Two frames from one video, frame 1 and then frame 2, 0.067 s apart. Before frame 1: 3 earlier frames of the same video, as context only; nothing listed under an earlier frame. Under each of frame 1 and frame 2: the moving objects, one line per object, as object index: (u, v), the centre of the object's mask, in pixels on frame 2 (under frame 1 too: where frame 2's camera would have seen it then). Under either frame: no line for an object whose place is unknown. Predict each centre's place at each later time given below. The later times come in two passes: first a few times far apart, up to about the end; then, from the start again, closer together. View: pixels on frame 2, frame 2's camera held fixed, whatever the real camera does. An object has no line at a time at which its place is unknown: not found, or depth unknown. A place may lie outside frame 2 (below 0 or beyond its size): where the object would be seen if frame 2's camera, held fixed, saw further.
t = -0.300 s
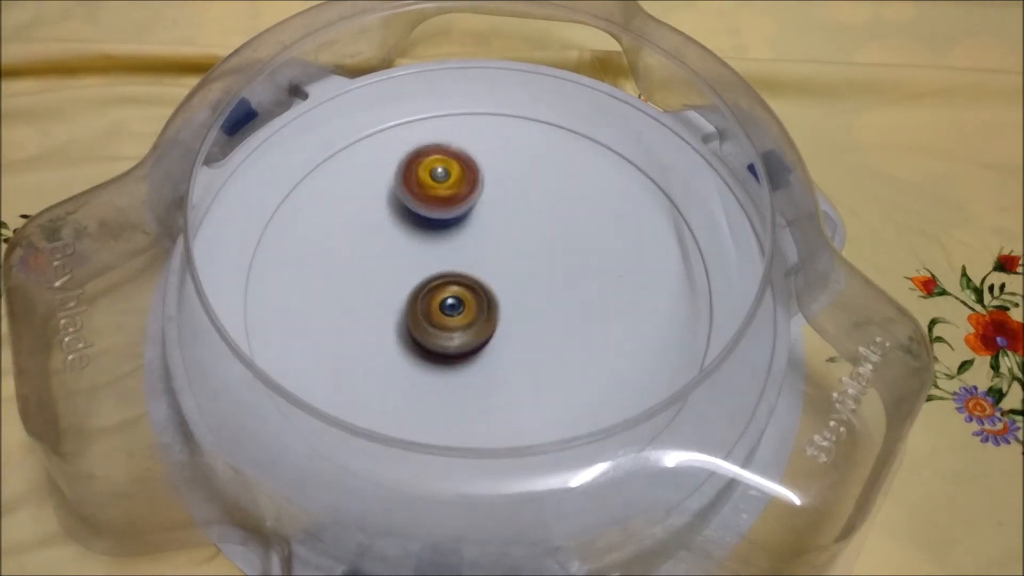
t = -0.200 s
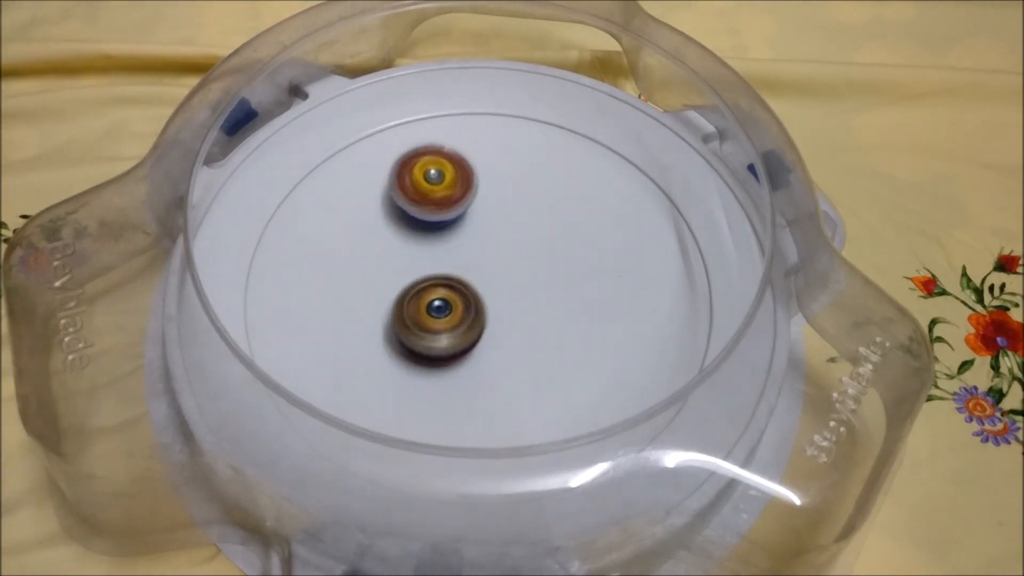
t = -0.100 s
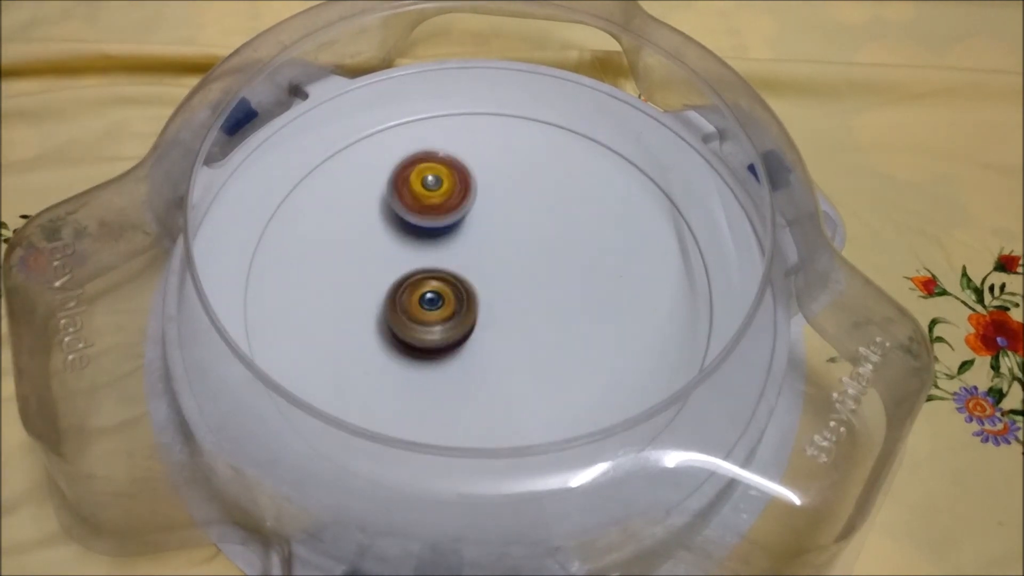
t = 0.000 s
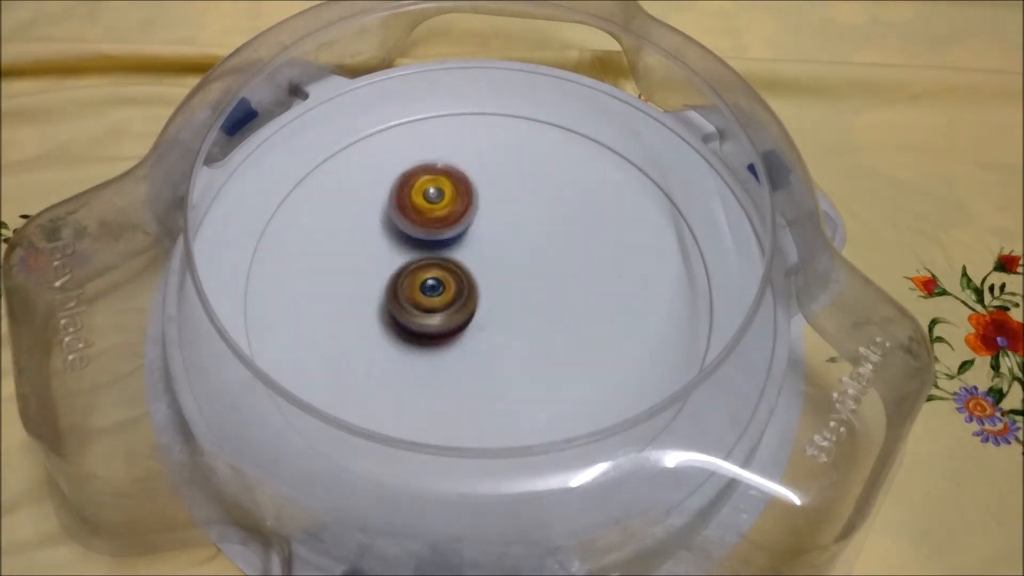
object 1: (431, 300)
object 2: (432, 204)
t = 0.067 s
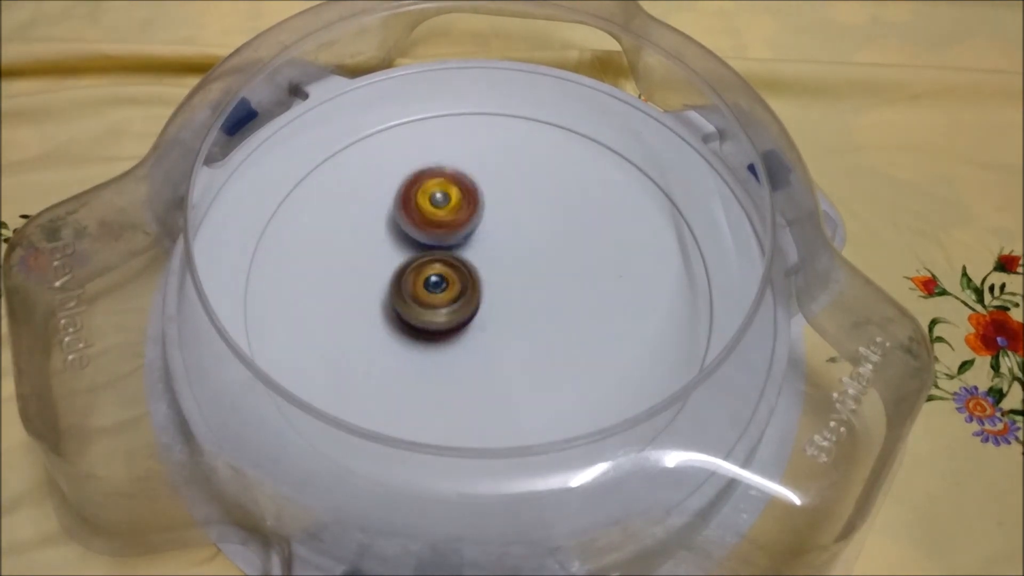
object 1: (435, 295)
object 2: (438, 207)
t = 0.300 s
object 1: (452, 302)
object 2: (462, 198)
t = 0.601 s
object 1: (473, 300)
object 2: (501, 215)
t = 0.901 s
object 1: (457, 326)
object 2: (538, 227)
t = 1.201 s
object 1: (450, 311)
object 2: (545, 242)
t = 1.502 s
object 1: (339, 318)
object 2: (596, 205)
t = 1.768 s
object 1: (327, 279)
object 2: (550, 216)
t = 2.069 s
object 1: (396, 275)
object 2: (527, 246)
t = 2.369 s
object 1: (449, 291)
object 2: (538, 248)
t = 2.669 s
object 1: (477, 317)
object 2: (542, 225)
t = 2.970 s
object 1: (519, 317)
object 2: (518, 232)
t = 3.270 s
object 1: (547, 333)
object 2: (465, 230)
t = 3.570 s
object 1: (521, 313)
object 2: (426, 243)
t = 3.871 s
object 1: (504, 284)
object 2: (404, 260)
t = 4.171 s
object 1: (522, 268)
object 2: (365, 273)
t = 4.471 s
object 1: (504, 264)
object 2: (368, 278)
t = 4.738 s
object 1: (498, 258)
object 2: (402, 286)
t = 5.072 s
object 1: (561, 243)
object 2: (382, 324)
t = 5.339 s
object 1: (534, 249)
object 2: (420, 321)
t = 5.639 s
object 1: (522, 208)
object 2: (430, 365)
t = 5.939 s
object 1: (519, 227)
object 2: (443, 381)
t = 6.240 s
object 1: (480, 260)
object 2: (453, 348)
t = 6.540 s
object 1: (496, 212)
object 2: (464, 375)
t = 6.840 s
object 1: (484, 219)
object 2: (479, 337)
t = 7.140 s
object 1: (458, 205)
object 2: (524, 345)
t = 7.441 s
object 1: (448, 245)
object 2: (536, 342)
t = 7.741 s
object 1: (442, 279)
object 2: (529, 325)
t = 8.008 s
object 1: (436, 280)
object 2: (568, 319)
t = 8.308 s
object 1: (459, 287)
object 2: (558, 314)
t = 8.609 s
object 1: (427, 259)
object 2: (566, 305)
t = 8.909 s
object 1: (429, 262)
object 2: (526, 282)
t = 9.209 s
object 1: (433, 261)
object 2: (528, 252)
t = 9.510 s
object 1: (411, 270)
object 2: (572, 233)
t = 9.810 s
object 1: (442, 282)
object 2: (549, 252)
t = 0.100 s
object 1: (436, 301)
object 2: (444, 199)
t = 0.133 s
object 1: (439, 303)
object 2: (447, 197)
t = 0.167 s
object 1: (442, 304)
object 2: (451, 195)
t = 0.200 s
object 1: (444, 304)
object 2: (452, 196)
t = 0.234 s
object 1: (446, 304)
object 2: (455, 196)
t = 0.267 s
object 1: (448, 303)
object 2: (458, 197)
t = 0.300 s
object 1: (452, 302)
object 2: (462, 198)
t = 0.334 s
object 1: (455, 301)
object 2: (466, 200)
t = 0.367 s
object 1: (459, 299)
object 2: (469, 201)
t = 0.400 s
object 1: (462, 297)
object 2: (473, 204)
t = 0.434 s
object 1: (466, 296)
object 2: (477, 207)
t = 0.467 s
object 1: (471, 294)
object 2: (481, 209)
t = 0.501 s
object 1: (472, 296)
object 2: (487, 210)
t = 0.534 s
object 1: (473, 298)
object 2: (494, 211)
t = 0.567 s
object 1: (473, 299)
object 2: (497, 213)
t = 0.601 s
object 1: (473, 300)
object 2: (501, 215)
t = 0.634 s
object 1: (474, 300)
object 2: (504, 219)
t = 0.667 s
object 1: (474, 302)
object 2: (507, 221)
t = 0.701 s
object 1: (474, 306)
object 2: (510, 223)
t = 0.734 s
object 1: (473, 308)
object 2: (512, 227)
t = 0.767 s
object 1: (473, 309)
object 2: (517, 231)
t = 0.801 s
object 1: (472, 311)
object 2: (520, 236)
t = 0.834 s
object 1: (467, 317)
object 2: (529, 232)
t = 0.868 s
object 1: (462, 323)
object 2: (535, 228)
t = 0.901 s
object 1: (457, 326)
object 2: (538, 227)
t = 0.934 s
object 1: (453, 327)
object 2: (540, 228)
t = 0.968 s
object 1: (450, 328)
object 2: (542, 229)
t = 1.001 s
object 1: (448, 327)
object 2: (544, 230)
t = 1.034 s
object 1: (446, 325)
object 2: (544, 232)
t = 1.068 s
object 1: (446, 323)
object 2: (545, 233)
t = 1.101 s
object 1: (446, 320)
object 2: (547, 236)
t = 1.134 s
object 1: (447, 317)
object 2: (546, 238)
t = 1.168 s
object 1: (448, 314)
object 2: (547, 240)
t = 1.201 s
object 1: (450, 311)
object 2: (545, 242)
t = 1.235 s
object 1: (453, 309)
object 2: (544, 245)
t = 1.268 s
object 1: (456, 305)
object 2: (543, 247)
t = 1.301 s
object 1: (460, 301)
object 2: (540, 250)
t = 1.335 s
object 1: (447, 306)
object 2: (551, 245)
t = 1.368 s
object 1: (417, 317)
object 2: (573, 232)
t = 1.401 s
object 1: (390, 324)
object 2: (590, 221)
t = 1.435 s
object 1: (369, 326)
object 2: (597, 213)
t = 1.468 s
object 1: (353, 323)
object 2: (599, 208)
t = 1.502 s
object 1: (339, 318)
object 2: (596, 205)
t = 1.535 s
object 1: (330, 314)
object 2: (592, 204)
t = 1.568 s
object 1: (323, 309)
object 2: (589, 204)
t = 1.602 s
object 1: (318, 304)
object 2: (584, 204)
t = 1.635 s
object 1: (316, 298)
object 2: (579, 205)
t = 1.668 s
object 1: (316, 292)
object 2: (573, 207)
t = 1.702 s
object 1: (317, 287)
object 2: (566, 209)
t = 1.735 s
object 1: (321, 283)
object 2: (558, 213)
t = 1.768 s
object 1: (327, 279)
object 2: (550, 216)
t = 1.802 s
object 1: (335, 275)
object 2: (541, 220)
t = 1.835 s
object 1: (343, 272)
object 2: (534, 224)
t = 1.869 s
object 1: (354, 271)
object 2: (526, 229)
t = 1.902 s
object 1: (364, 269)
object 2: (519, 234)
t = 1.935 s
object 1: (378, 269)
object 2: (513, 239)
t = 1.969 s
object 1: (391, 268)
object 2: (506, 244)
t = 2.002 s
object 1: (404, 268)
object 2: (498, 249)
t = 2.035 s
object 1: (398, 272)
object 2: (514, 247)
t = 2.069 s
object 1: (396, 275)
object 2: (527, 246)
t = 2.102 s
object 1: (397, 276)
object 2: (535, 246)
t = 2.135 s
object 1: (401, 277)
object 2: (537, 246)
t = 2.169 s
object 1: (406, 277)
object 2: (538, 246)
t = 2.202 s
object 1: (413, 278)
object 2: (537, 246)
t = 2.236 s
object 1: (422, 279)
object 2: (537, 247)
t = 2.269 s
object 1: (431, 281)
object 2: (536, 247)
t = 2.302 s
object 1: (439, 284)
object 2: (535, 248)
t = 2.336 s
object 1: (447, 287)
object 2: (534, 249)
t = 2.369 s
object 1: (449, 291)
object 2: (538, 248)
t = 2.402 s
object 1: (451, 294)
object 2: (538, 246)
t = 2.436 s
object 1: (456, 296)
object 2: (537, 246)
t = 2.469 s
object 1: (463, 298)
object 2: (537, 245)
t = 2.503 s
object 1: (463, 305)
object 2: (542, 239)
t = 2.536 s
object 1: (464, 309)
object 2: (543, 234)
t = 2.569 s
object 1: (466, 312)
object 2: (544, 231)
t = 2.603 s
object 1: (468, 314)
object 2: (543, 229)
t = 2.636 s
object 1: (472, 316)
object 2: (543, 227)
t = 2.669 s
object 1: (477, 317)
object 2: (542, 225)
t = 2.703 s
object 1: (481, 319)
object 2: (540, 225)
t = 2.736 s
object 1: (485, 321)
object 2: (538, 224)
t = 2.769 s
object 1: (490, 322)
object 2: (536, 224)
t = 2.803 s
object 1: (494, 322)
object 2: (534, 225)
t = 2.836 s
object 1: (499, 323)
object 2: (531, 226)
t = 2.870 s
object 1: (503, 322)
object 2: (528, 227)
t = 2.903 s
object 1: (508, 321)
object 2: (525, 229)
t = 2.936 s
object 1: (513, 320)
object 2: (522, 231)
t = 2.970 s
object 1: (519, 317)
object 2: (518, 232)
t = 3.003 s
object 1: (523, 317)
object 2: (513, 234)
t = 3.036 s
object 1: (530, 321)
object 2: (507, 232)
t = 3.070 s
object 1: (536, 326)
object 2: (501, 230)
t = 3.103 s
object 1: (540, 328)
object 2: (495, 229)
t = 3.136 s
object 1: (542, 330)
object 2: (489, 229)
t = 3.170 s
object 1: (543, 332)
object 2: (484, 229)
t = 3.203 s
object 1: (546, 333)
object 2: (477, 229)
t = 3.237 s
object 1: (547, 333)
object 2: (471, 230)
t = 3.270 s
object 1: (547, 333)
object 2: (465, 230)
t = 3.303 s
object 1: (547, 333)
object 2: (459, 231)
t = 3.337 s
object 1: (545, 333)
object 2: (454, 232)
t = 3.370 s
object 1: (543, 332)
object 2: (449, 233)
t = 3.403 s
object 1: (541, 331)
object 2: (444, 234)
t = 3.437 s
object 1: (538, 328)
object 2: (440, 235)
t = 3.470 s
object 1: (534, 325)
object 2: (436, 236)
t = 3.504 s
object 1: (530, 321)
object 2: (432, 238)
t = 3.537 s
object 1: (526, 317)
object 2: (429, 241)
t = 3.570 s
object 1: (521, 313)
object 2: (426, 243)
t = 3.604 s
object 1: (516, 308)
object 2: (423, 245)
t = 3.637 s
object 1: (513, 303)
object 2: (421, 248)
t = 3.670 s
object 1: (509, 298)
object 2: (420, 250)
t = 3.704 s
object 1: (505, 293)
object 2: (419, 253)
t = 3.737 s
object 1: (506, 291)
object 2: (413, 255)
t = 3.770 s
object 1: (507, 289)
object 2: (409, 255)
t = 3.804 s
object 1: (507, 287)
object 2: (407, 256)
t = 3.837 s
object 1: (506, 286)
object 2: (405, 258)
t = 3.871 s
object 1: (504, 284)
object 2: (404, 260)
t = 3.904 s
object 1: (500, 282)
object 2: (402, 262)
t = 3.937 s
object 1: (497, 280)
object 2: (400, 263)
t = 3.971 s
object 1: (497, 278)
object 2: (398, 264)
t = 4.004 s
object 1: (496, 276)
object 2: (397, 266)
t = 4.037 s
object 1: (494, 275)
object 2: (397, 267)
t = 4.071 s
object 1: (499, 274)
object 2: (388, 268)
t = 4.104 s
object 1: (509, 272)
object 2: (375, 271)
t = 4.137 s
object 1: (516, 270)
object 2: (369, 272)
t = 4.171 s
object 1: (522, 268)
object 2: (365, 273)
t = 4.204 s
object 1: (524, 269)
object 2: (362, 274)
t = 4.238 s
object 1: (523, 271)
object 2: (360, 275)
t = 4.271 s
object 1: (523, 271)
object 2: (358, 276)
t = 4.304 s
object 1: (520, 270)
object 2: (357, 277)
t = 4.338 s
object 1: (517, 269)
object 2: (358, 277)
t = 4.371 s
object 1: (514, 269)
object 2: (360, 277)
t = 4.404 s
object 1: (510, 268)
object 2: (361, 278)
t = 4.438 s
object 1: (507, 267)
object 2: (365, 278)
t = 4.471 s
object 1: (504, 264)
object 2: (368, 278)
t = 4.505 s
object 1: (501, 264)
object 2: (372, 279)
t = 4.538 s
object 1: (497, 263)
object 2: (378, 279)
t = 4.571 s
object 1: (494, 262)
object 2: (385, 279)
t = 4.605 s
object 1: (490, 262)
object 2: (392, 279)
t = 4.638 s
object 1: (492, 260)
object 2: (394, 281)
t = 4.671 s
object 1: (496, 258)
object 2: (396, 283)
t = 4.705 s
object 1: (498, 258)
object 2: (398, 285)
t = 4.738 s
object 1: (498, 258)
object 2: (402, 286)
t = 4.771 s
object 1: (506, 255)
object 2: (396, 290)
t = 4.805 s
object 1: (525, 249)
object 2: (380, 296)
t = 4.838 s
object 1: (537, 245)
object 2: (372, 302)
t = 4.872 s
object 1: (546, 243)
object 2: (369, 308)
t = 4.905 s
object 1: (554, 241)
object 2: (369, 312)
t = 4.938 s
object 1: (558, 242)
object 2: (370, 315)
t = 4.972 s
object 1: (561, 242)
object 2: (373, 318)
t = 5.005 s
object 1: (562, 243)
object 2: (375, 321)
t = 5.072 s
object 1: (561, 243)
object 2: (382, 324)
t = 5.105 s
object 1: (561, 243)
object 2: (386, 326)
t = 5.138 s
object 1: (560, 244)
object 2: (392, 326)
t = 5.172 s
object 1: (558, 244)
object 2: (397, 326)
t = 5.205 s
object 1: (554, 245)
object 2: (401, 326)
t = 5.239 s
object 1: (550, 246)
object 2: (406, 325)
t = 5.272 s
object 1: (545, 247)
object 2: (410, 324)
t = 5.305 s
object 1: (540, 248)
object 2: (415, 322)
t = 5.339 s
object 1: (534, 249)
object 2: (420, 321)
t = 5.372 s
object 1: (527, 249)
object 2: (428, 319)
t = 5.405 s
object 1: (520, 250)
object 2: (433, 319)
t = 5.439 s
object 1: (513, 250)
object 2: (439, 318)
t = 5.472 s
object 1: (508, 250)
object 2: (446, 316)
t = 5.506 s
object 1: (504, 248)
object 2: (449, 318)
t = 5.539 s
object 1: (509, 235)
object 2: (439, 336)
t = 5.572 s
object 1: (514, 222)
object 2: (430, 349)
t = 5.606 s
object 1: (518, 213)
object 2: (427, 359)
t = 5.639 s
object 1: (522, 208)
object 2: (430, 365)
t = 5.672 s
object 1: (525, 204)
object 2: (433, 371)
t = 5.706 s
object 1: (527, 203)
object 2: (434, 375)
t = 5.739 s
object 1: (529, 203)
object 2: (436, 378)
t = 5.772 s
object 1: (529, 206)
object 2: (436, 381)
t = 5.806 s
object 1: (528, 210)
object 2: (439, 382)
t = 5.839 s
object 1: (527, 214)
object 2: (439, 383)
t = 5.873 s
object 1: (525, 218)
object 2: (440, 384)
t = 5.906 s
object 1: (522, 222)
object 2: (442, 383)
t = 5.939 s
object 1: (519, 227)
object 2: (443, 381)
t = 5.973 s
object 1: (515, 232)
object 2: (445, 379)
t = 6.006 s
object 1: (510, 236)
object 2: (447, 375)
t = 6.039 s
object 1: (505, 241)
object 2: (448, 370)
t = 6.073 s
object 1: (500, 247)
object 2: (449, 364)
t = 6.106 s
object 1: (495, 253)
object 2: (450, 358)
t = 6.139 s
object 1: (490, 259)
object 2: (452, 351)
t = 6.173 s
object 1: (485, 265)
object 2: (454, 345)
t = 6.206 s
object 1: (482, 263)
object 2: (452, 348)
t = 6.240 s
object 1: (480, 260)
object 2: (453, 348)
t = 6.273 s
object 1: (479, 260)
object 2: (455, 345)
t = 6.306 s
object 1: (480, 260)
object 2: (459, 341)
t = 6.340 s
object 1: (481, 250)
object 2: (456, 354)
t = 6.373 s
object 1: (484, 235)
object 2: (454, 367)
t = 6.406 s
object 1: (489, 225)
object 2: (454, 373)
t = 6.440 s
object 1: (493, 218)
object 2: (457, 376)
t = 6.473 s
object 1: (495, 215)
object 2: (459, 377)
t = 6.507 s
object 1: (496, 213)
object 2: (461, 376)
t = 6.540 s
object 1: (496, 212)
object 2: (464, 375)
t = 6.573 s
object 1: (495, 212)
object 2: (466, 374)
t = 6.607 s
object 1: (494, 211)
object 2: (468, 371)
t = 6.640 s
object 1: (493, 211)
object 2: (470, 368)
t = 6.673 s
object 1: (492, 212)
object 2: (472, 363)
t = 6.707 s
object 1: (491, 213)
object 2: (473, 359)
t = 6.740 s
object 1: (490, 213)
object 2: (475, 354)
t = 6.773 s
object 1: (488, 215)
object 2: (476, 348)
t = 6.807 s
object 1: (486, 217)
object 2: (476, 343)
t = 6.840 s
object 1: (484, 219)
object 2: (479, 337)
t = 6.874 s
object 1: (482, 223)
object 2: (481, 331)
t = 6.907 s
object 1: (479, 226)
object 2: (483, 324)
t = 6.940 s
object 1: (477, 230)
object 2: (486, 318)
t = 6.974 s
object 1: (474, 233)
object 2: (488, 313)
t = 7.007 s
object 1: (468, 229)
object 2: (494, 319)
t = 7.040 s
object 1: (463, 217)
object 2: (501, 332)
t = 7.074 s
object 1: (459, 209)
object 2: (508, 340)
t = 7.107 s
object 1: (457, 206)
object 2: (516, 345)
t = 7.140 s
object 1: (458, 205)
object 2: (524, 345)
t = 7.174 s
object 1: (458, 206)
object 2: (530, 347)
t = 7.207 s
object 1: (458, 209)
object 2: (530, 349)
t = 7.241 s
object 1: (458, 213)
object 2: (534, 350)
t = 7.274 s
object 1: (457, 218)
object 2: (537, 349)
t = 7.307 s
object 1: (456, 223)
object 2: (539, 349)
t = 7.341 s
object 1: (453, 229)
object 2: (536, 349)
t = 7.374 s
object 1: (451, 234)
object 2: (537, 347)
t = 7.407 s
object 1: (450, 240)
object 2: (535, 345)
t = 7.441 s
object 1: (448, 245)
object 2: (536, 342)
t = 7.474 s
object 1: (447, 251)
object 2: (532, 339)
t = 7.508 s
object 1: (447, 256)
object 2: (530, 337)
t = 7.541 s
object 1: (446, 262)
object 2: (528, 335)
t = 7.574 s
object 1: (447, 268)
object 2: (525, 333)
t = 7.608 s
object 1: (447, 273)
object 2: (522, 330)
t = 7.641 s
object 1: (447, 276)
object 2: (522, 329)
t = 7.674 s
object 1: (445, 278)
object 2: (524, 328)
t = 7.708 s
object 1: (444, 279)
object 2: (524, 327)
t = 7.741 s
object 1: (442, 279)
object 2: (529, 325)
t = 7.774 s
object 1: (442, 280)
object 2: (529, 324)
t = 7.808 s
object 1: (445, 282)
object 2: (532, 321)
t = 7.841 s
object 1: (443, 282)
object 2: (535, 323)
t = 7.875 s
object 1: (437, 280)
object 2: (547, 324)
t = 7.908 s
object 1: (435, 279)
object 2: (557, 322)
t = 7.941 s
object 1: (434, 278)
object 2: (562, 321)
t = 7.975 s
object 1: (435, 279)
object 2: (564, 320)
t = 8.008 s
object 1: (436, 280)
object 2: (568, 319)
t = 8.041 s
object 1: (438, 281)
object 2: (570, 319)
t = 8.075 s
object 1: (439, 283)
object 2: (570, 319)
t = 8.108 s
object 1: (441, 284)
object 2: (570, 319)
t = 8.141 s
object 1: (444, 284)
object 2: (571, 317)
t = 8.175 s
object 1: (446, 285)
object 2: (569, 317)
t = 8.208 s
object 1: (449, 285)
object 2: (568, 316)
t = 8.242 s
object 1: (452, 286)
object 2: (565, 316)
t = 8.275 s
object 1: (455, 287)
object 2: (561, 316)
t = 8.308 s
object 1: (459, 287)
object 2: (558, 314)
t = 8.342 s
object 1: (460, 288)
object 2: (556, 313)
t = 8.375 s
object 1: (447, 282)
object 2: (566, 315)
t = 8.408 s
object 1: (437, 277)
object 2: (572, 314)
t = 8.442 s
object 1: (433, 273)
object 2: (573, 312)
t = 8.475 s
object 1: (430, 268)
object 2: (573, 311)
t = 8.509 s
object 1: (429, 265)
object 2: (572, 309)
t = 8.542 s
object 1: (428, 262)
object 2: (571, 307)
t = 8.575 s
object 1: (427, 260)
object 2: (569, 306)
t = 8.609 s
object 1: (427, 259)
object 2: (566, 305)
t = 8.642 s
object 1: (427, 259)
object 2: (561, 303)
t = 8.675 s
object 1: (427, 259)
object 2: (558, 301)
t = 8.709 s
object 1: (428, 258)
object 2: (554, 299)
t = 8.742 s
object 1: (427, 259)
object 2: (550, 297)
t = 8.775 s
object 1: (427, 260)
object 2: (544, 295)
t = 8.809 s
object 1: (427, 260)
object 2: (540, 292)
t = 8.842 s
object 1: (428, 260)
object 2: (535, 289)
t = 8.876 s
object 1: (428, 261)
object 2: (530, 286)
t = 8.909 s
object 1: (429, 262)
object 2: (526, 282)
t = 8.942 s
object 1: (429, 263)
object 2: (524, 279)
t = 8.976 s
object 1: (425, 263)
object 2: (526, 276)
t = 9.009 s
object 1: (424, 262)
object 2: (527, 272)
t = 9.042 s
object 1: (424, 260)
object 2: (527, 268)
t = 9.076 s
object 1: (425, 260)
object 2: (528, 264)
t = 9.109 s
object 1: (426, 260)
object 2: (527, 261)
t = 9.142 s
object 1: (428, 260)
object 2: (527, 257)
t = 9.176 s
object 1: (431, 260)
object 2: (527, 255)
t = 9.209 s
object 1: (433, 261)
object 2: (528, 252)
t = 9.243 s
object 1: (431, 262)
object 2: (532, 250)
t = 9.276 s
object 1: (421, 264)
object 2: (544, 243)
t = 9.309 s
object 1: (414, 264)
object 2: (553, 240)
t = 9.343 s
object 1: (411, 263)
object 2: (556, 237)
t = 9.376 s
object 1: (409, 264)
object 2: (561, 235)
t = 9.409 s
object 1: (409, 265)
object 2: (565, 234)
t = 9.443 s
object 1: (409, 266)
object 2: (567, 233)
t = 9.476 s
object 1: (410, 268)
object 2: (571, 232)
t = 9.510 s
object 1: (411, 270)
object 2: (572, 233)
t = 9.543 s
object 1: (412, 272)
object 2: (574, 233)
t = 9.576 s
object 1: (413, 274)
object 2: (572, 235)
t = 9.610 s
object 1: (416, 276)
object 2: (573, 237)
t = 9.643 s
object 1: (420, 278)
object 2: (569, 239)
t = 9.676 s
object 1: (423, 279)
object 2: (568, 242)
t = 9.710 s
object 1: (427, 280)
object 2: (564, 245)
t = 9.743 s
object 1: (432, 281)
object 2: (560, 248)
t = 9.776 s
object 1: (437, 282)
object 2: (556, 250)
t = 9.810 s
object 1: (442, 282)
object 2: (549, 252)
